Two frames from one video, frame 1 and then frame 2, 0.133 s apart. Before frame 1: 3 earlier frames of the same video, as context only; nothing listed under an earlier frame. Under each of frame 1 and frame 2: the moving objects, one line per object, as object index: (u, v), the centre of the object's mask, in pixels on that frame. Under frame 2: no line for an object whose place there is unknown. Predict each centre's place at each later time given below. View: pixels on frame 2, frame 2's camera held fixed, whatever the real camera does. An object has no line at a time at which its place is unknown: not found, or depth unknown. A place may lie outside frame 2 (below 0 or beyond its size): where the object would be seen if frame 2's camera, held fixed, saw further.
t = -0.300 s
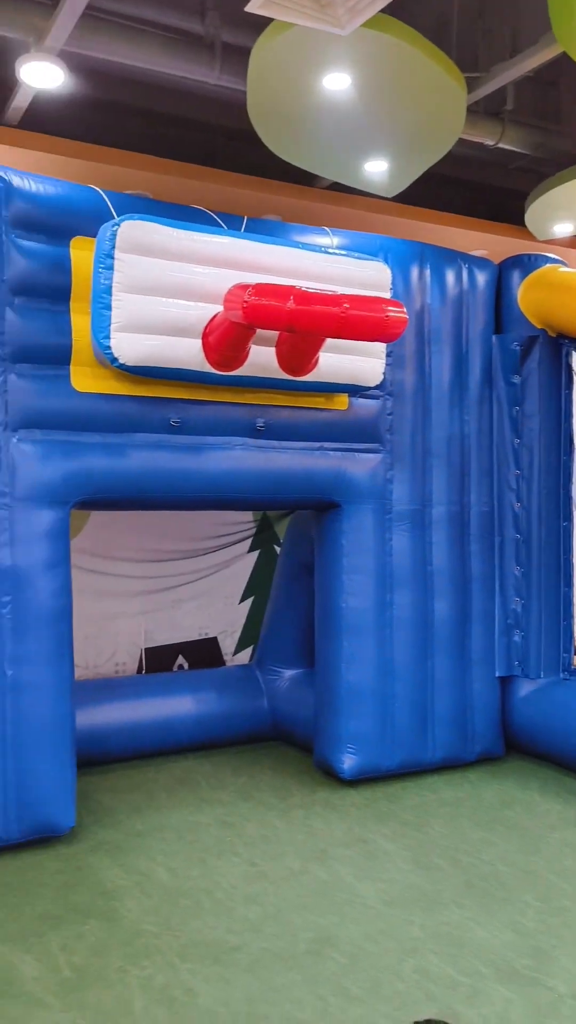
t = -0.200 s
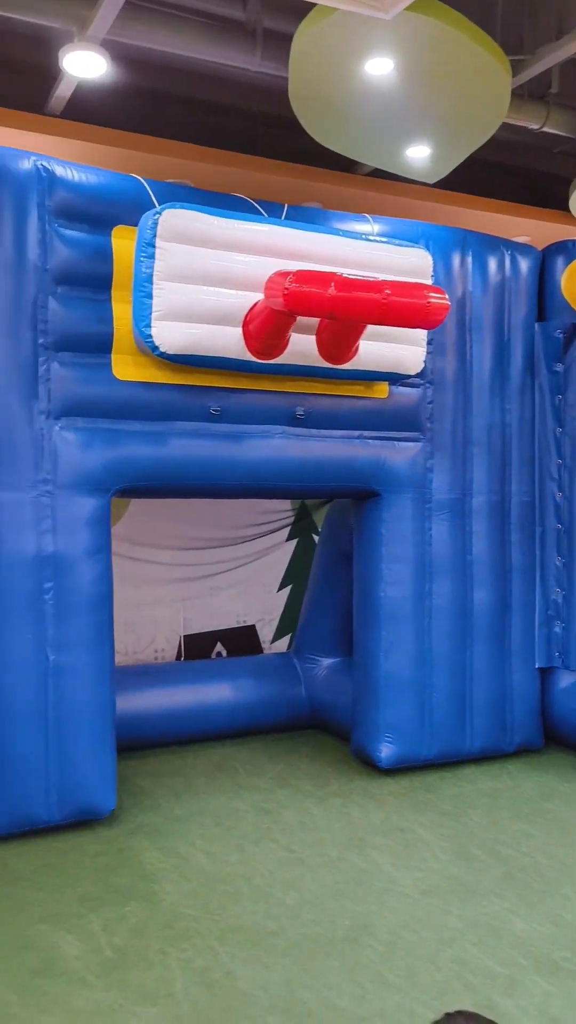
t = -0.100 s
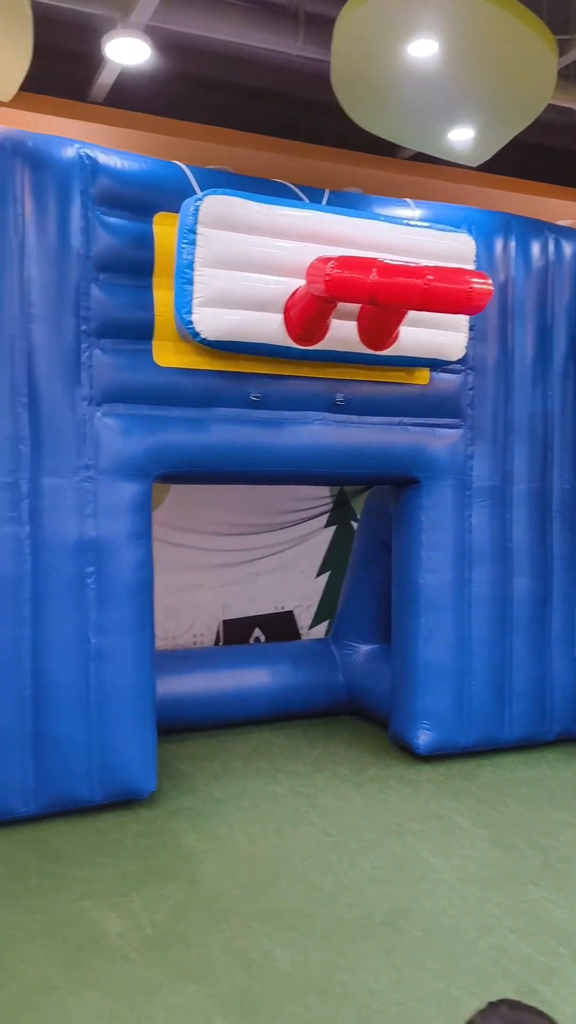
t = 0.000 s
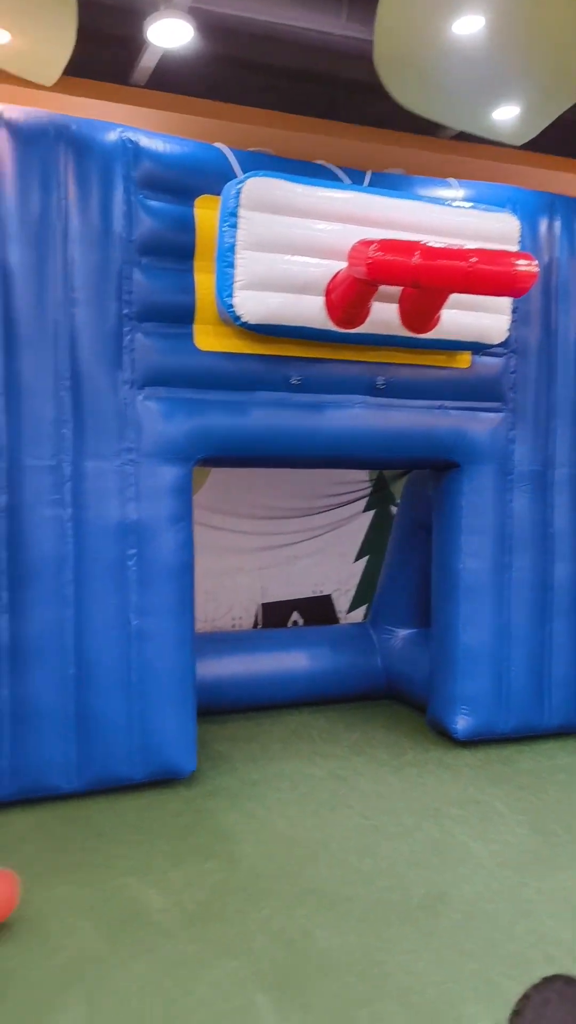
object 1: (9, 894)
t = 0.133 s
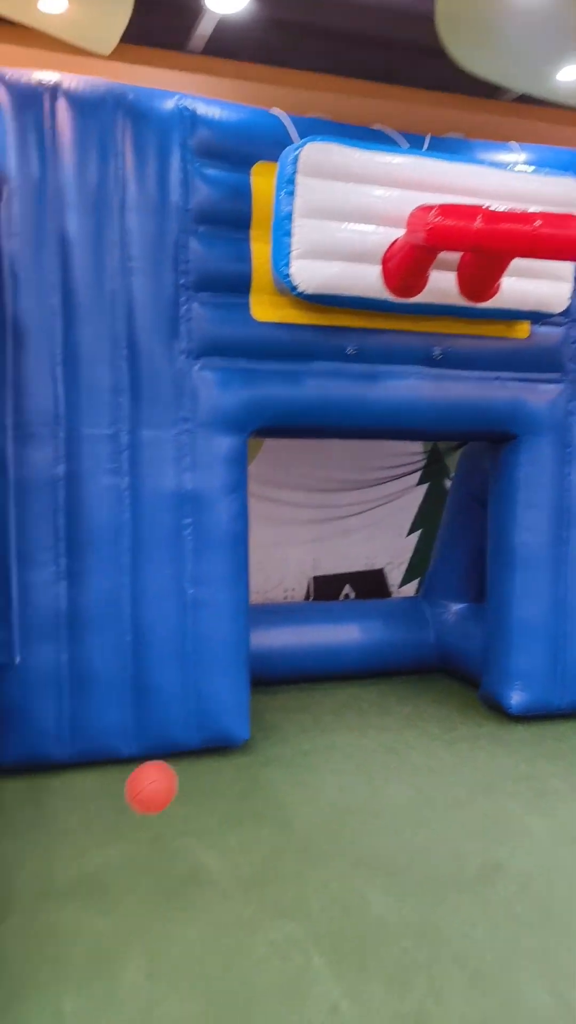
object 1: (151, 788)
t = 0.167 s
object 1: (175, 778)
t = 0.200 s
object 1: (198, 772)
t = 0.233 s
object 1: (221, 768)
